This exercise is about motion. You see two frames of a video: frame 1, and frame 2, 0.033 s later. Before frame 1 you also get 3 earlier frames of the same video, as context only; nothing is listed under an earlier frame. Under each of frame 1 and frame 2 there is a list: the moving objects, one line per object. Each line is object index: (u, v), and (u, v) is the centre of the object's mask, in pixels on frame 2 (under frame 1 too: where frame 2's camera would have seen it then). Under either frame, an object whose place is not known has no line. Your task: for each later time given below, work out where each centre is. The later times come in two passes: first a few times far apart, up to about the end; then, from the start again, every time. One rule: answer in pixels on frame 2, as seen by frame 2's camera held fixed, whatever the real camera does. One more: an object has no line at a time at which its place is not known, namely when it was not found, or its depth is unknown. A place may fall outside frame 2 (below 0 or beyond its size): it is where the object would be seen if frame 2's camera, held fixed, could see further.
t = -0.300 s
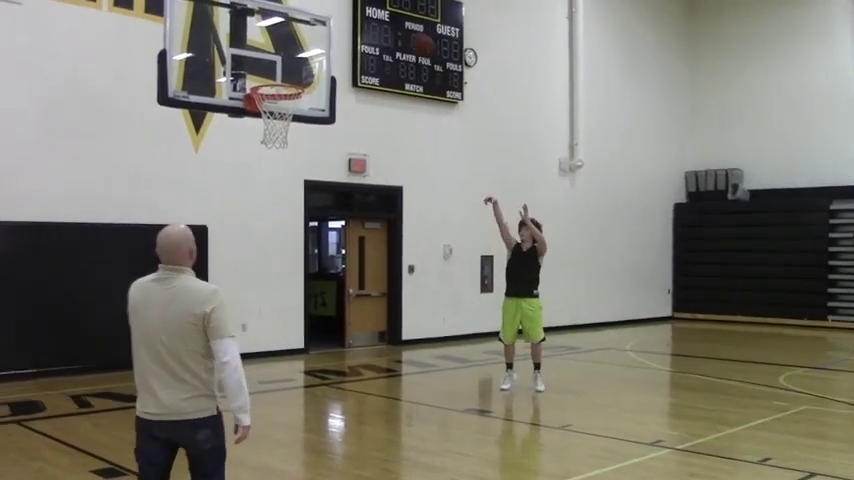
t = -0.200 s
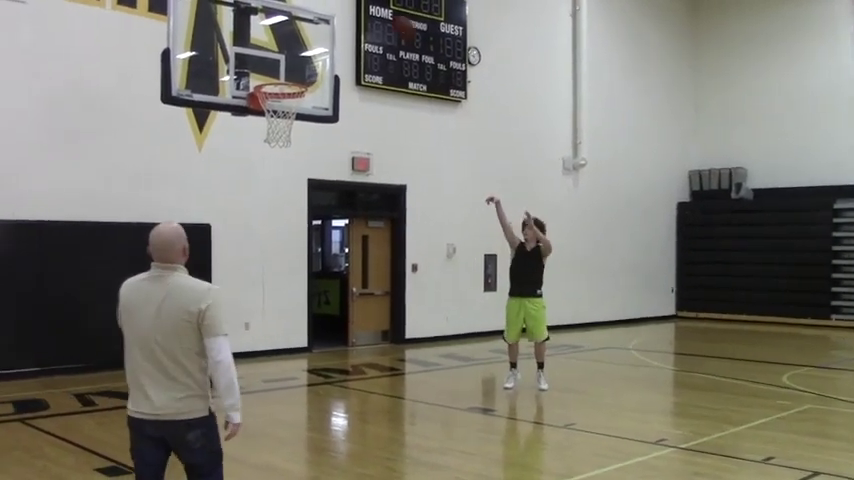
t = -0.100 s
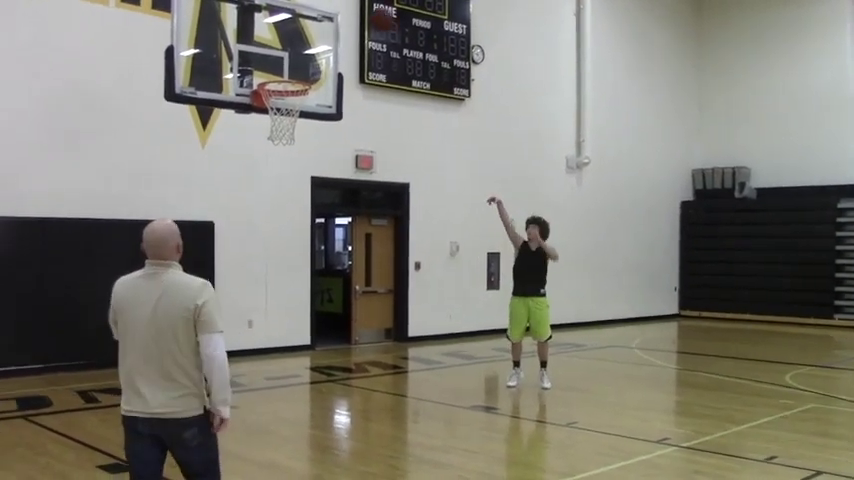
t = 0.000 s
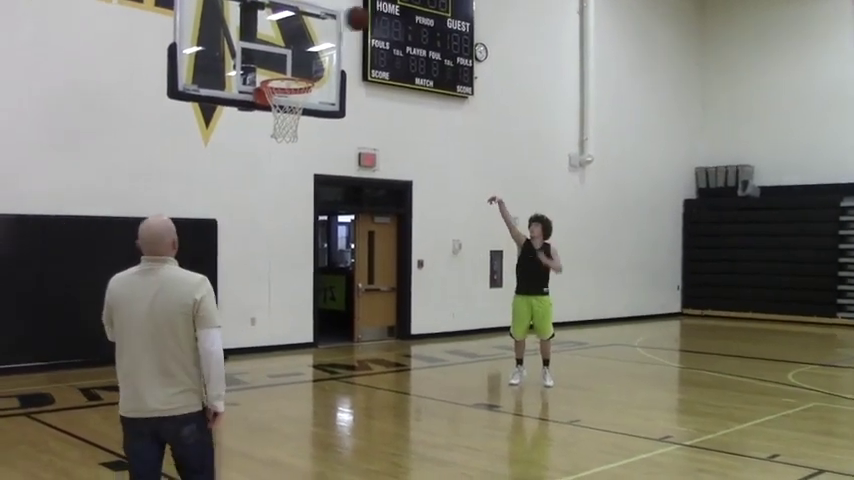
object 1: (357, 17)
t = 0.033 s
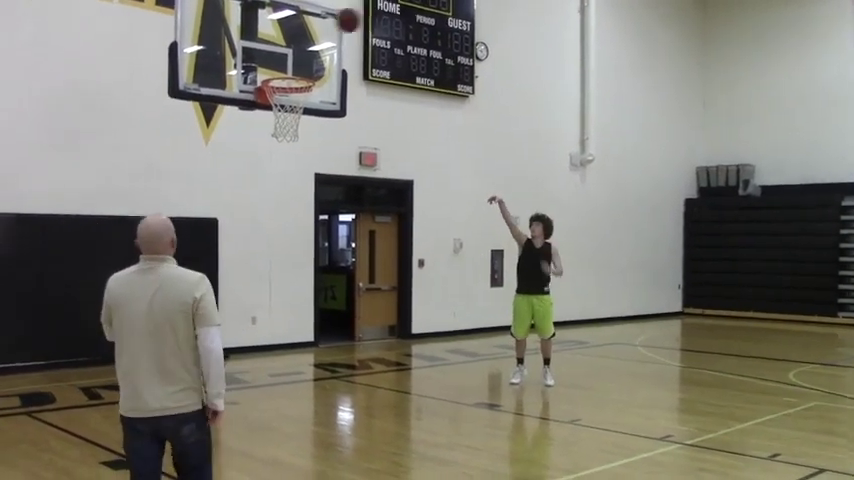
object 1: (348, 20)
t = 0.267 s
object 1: (279, 69)
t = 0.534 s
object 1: (318, 103)
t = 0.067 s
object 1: (338, 24)
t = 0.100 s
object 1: (330, 29)
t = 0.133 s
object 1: (320, 35)
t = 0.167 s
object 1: (311, 46)
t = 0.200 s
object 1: (300, 54)
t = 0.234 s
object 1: (290, 64)
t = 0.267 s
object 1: (279, 69)
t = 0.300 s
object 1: (281, 86)
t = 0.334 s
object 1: (292, 94)
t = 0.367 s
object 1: (305, 103)
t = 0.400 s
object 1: (311, 106)
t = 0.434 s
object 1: (315, 105)
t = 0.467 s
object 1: (317, 103)
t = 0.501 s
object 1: (317, 102)
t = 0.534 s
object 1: (318, 103)
